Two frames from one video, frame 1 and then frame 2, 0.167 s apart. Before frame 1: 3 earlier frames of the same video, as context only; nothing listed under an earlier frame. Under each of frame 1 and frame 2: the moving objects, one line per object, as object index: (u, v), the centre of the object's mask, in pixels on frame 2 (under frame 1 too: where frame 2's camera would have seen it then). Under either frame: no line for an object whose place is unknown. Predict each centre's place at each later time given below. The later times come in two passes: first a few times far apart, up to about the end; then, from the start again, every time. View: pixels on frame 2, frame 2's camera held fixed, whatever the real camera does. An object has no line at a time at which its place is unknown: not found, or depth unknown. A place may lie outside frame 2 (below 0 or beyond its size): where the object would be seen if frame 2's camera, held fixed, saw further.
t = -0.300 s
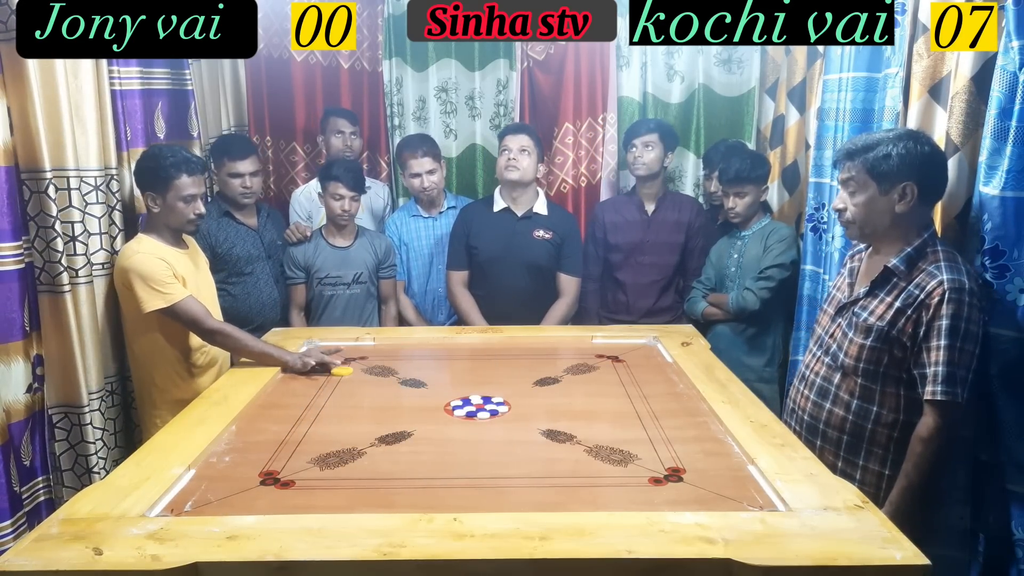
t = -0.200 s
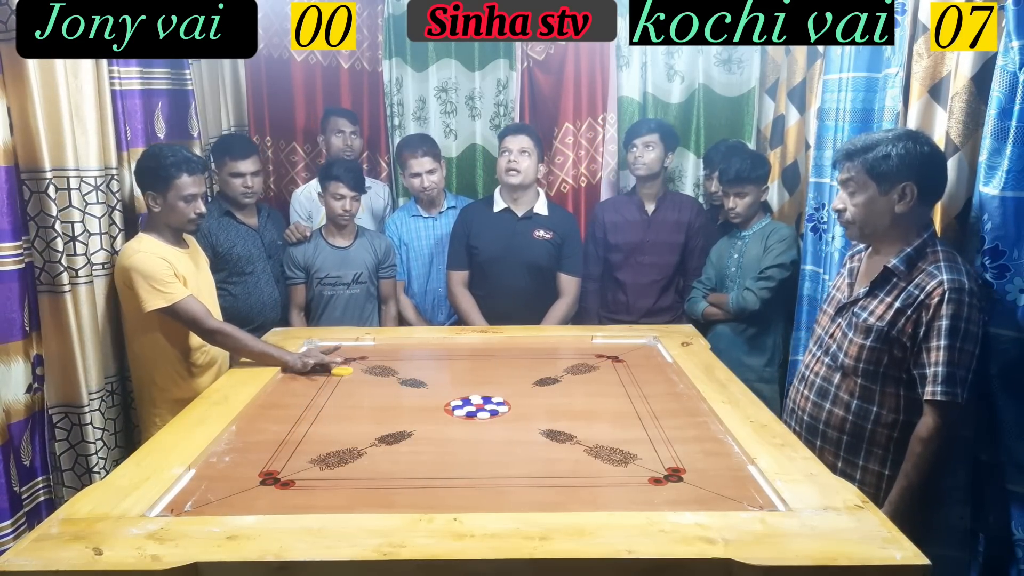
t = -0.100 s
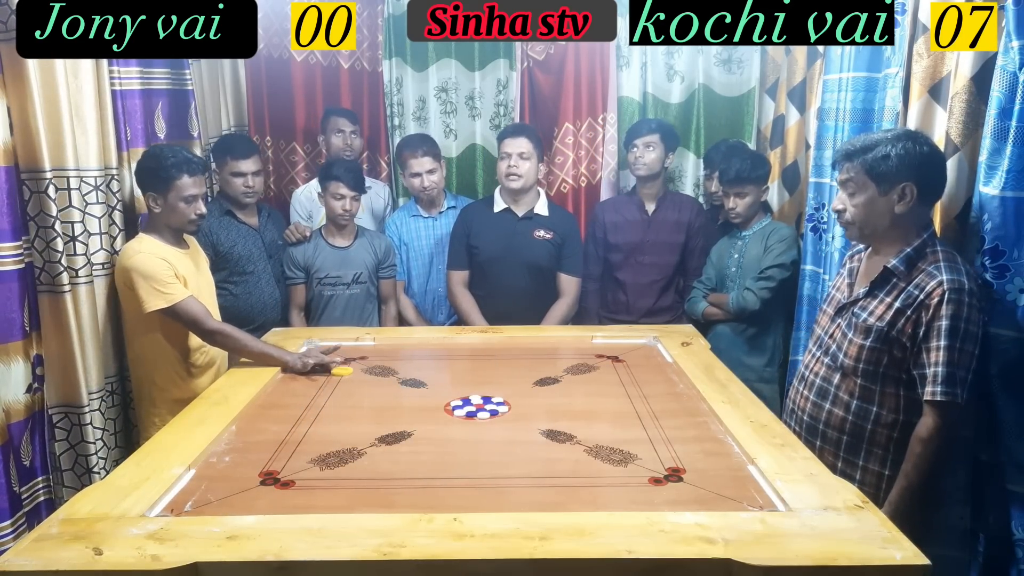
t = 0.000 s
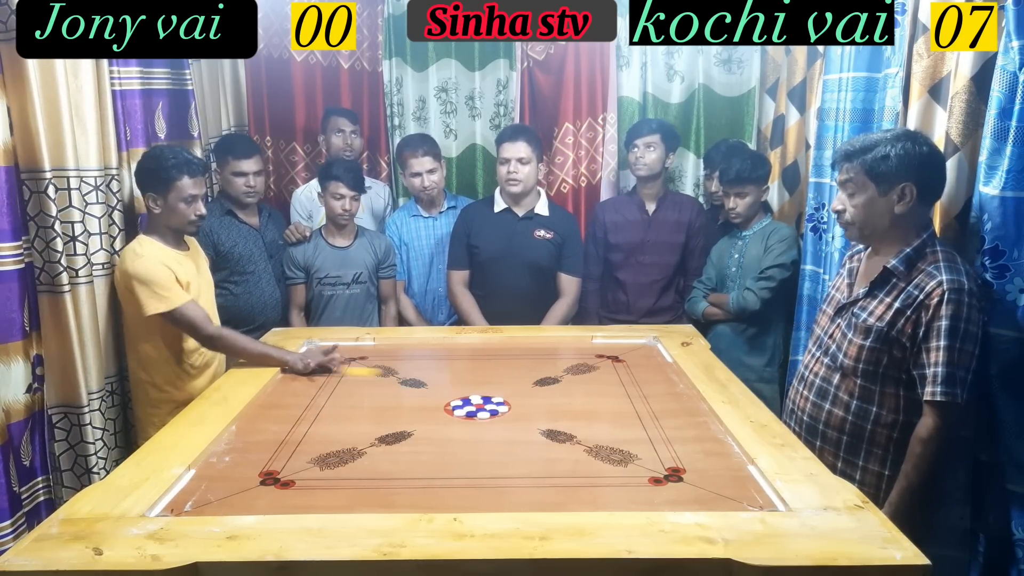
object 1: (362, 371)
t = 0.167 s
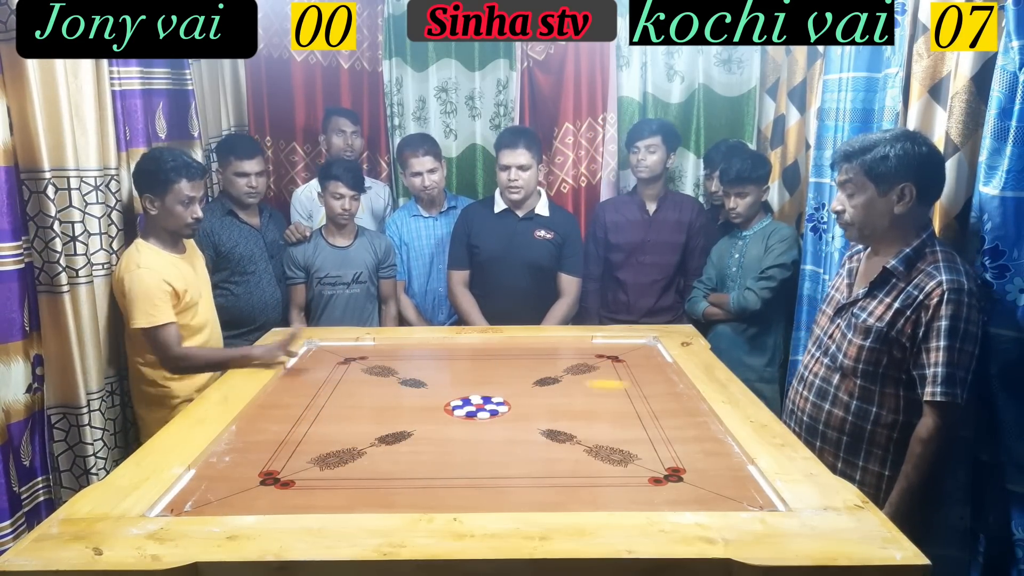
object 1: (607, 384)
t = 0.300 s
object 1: (600, 395)
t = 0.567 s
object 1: (501, 403)
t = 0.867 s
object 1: (491, 403)
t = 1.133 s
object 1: (491, 403)
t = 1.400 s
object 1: (491, 403)
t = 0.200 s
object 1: (660, 387)
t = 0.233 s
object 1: (664, 390)
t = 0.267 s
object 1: (632, 393)
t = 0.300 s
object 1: (600, 395)
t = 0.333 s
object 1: (568, 398)
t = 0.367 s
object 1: (536, 401)
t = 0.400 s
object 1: (515, 403)
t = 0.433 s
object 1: (512, 403)
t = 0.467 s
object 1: (509, 403)
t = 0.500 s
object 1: (506, 403)
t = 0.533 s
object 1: (503, 403)
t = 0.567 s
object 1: (501, 403)
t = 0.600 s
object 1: (498, 403)
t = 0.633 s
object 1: (496, 403)
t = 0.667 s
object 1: (494, 403)
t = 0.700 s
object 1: (493, 403)
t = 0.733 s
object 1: (492, 403)
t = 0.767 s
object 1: (491, 403)
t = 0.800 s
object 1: (491, 403)
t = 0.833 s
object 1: (491, 403)
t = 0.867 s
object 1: (491, 403)
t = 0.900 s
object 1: (491, 403)
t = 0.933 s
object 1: (491, 403)
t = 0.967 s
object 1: (492, 403)
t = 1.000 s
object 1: (491, 403)
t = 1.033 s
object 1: (491, 403)
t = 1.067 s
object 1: (491, 403)
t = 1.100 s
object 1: (491, 403)
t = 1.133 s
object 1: (491, 403)
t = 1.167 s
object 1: (491, 403)
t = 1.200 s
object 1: (491, 403)
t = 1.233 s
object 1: (491, 403)
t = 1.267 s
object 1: (491, 403)
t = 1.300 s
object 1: (491, 403)
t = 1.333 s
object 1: (491, 403)
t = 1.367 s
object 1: (491, 403)
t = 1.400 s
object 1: (491, 403)
